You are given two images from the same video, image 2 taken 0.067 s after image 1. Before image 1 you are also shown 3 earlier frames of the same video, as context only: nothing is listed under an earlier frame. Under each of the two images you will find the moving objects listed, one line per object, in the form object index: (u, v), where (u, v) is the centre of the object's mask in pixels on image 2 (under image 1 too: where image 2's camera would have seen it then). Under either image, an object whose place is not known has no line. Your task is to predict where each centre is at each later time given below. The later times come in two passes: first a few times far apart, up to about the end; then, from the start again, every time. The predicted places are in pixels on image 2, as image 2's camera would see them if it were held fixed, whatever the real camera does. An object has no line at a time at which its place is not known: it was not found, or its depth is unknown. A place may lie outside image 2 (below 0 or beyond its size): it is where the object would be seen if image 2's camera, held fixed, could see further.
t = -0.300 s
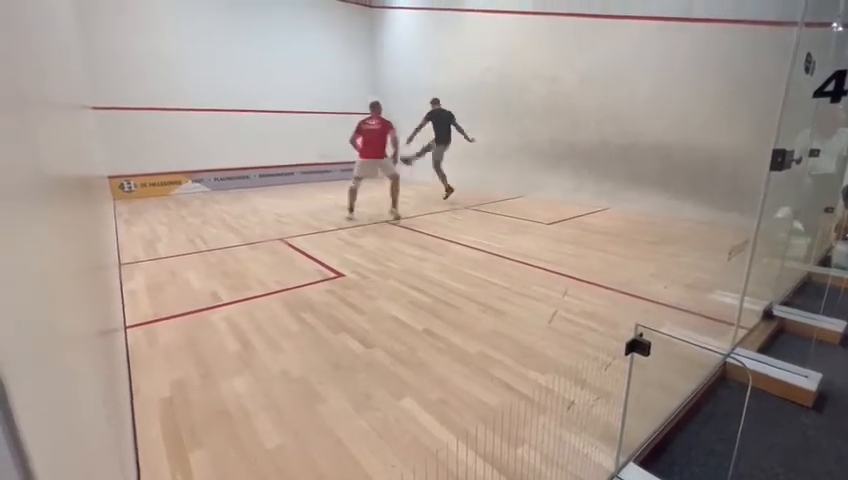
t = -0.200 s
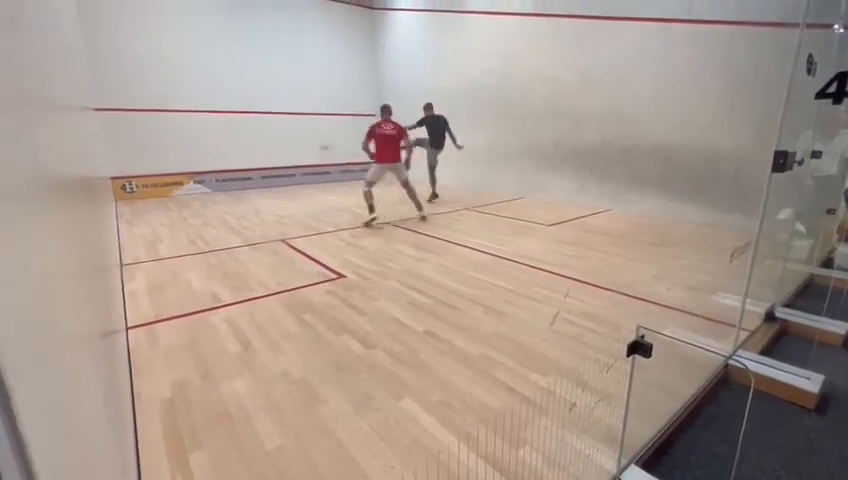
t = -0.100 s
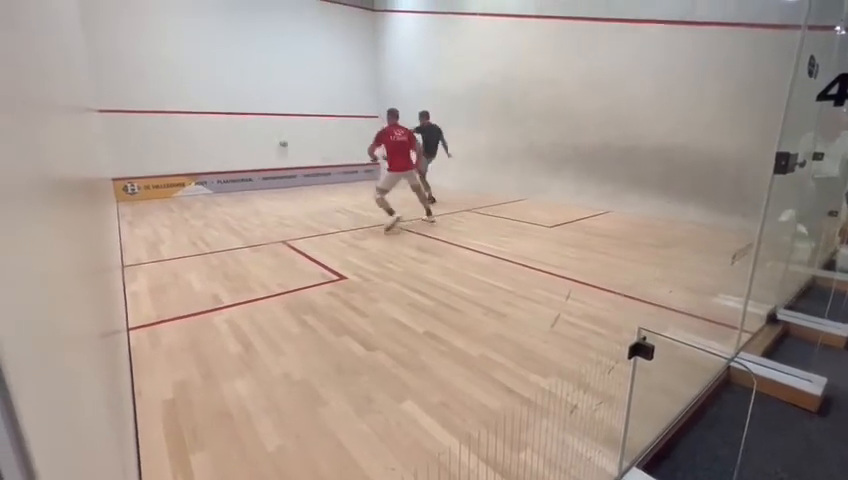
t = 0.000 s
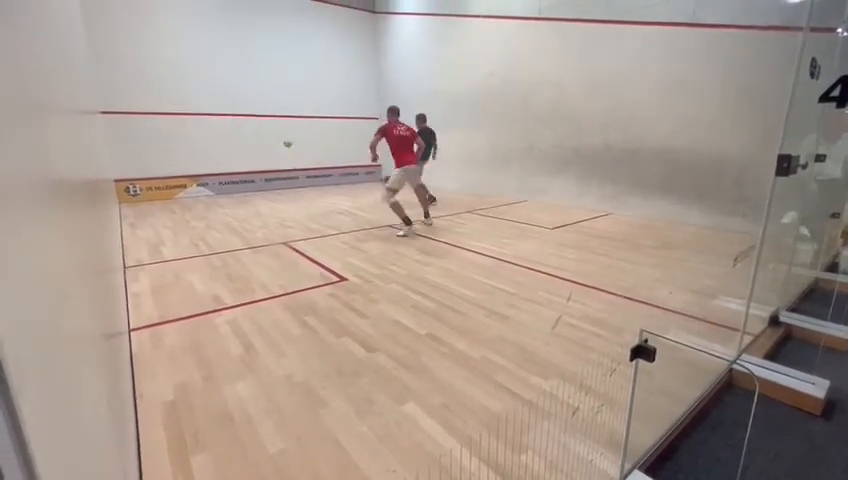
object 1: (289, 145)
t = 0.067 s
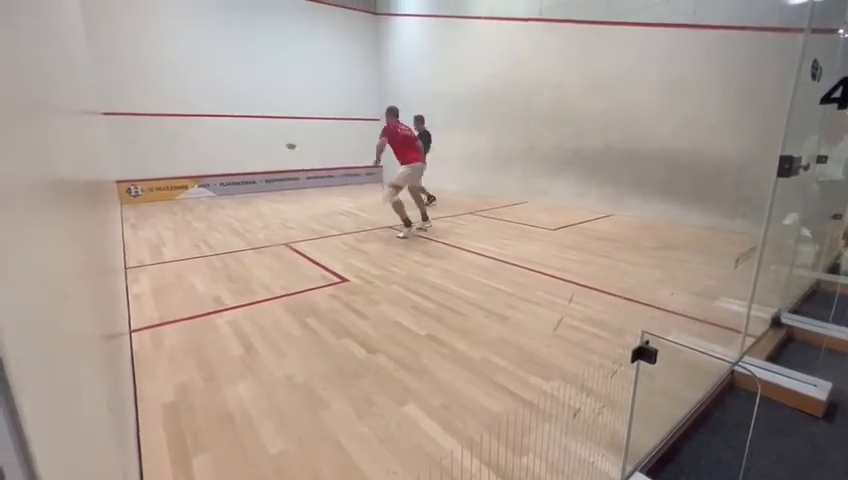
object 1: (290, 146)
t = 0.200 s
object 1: (295, 155)
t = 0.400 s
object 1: (303, 208)
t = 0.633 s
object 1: (302, 270)
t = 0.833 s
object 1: (276, 342)
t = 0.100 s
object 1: (291, 147)
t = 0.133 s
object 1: (293, 150)
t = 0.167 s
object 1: (294, 151)
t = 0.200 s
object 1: (295, 155)
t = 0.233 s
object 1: (296, 161)
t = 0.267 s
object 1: (297, 166)
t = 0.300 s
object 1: (299, 173)
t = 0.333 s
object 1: (301, 179)
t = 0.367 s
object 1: (302, 193)
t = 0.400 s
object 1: (303, 208)
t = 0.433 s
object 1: (304, 222)
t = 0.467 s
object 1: (305, 242)
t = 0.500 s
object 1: (307, 273)
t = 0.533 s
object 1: (306, 274)
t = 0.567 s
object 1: (305, 272)
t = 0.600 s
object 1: (304, 270)
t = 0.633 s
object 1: (302, 270)
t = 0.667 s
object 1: (299, 271)
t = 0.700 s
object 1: (296, 276)
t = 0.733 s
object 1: (293, 283)
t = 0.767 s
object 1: (289, 294)
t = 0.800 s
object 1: (283, 312)
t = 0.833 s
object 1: (276, 342)
